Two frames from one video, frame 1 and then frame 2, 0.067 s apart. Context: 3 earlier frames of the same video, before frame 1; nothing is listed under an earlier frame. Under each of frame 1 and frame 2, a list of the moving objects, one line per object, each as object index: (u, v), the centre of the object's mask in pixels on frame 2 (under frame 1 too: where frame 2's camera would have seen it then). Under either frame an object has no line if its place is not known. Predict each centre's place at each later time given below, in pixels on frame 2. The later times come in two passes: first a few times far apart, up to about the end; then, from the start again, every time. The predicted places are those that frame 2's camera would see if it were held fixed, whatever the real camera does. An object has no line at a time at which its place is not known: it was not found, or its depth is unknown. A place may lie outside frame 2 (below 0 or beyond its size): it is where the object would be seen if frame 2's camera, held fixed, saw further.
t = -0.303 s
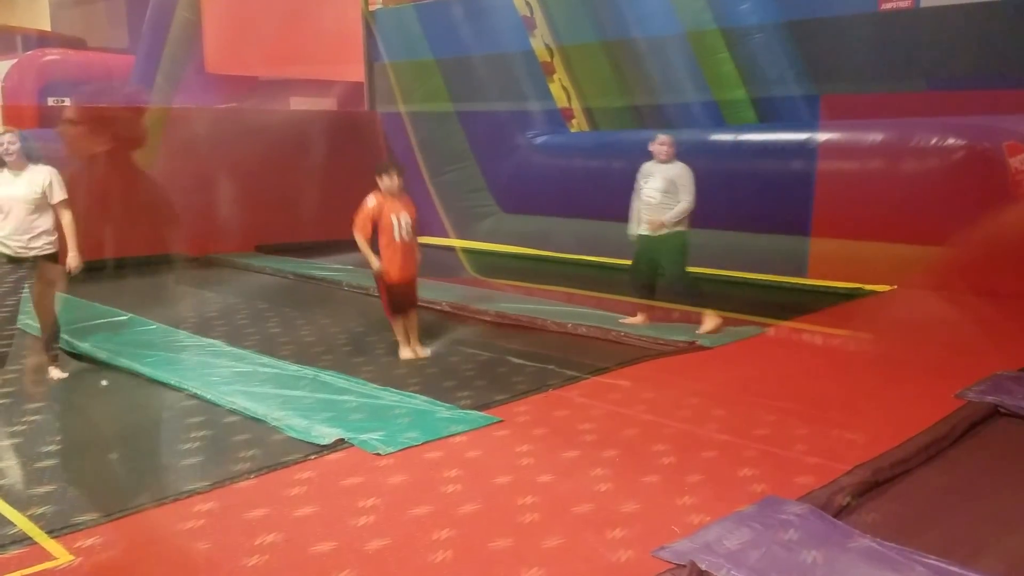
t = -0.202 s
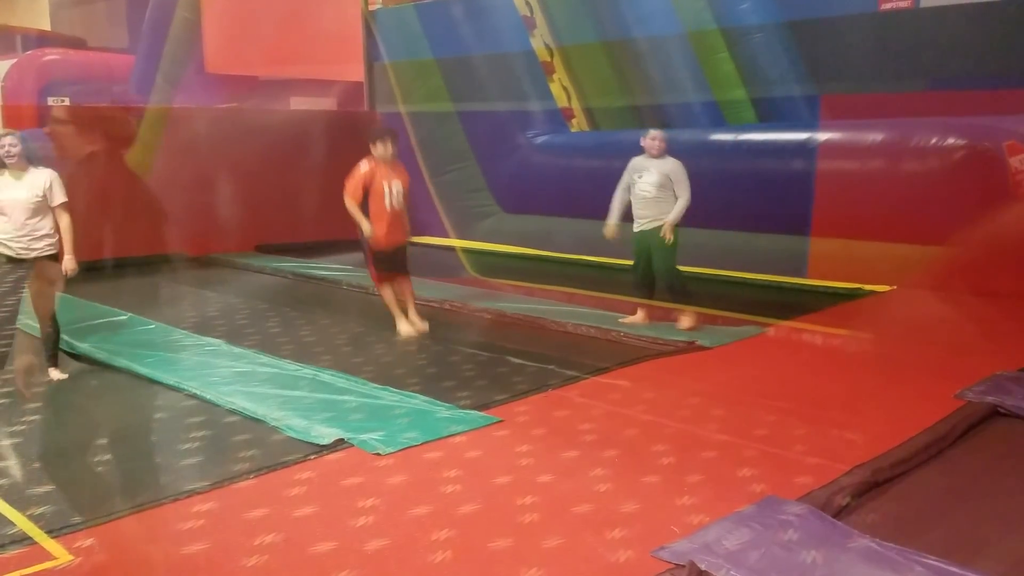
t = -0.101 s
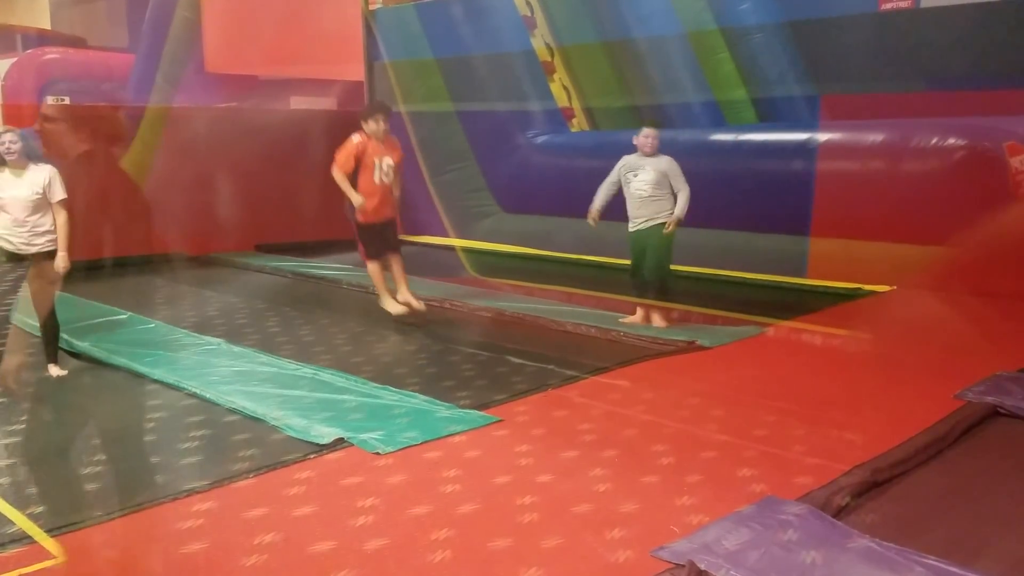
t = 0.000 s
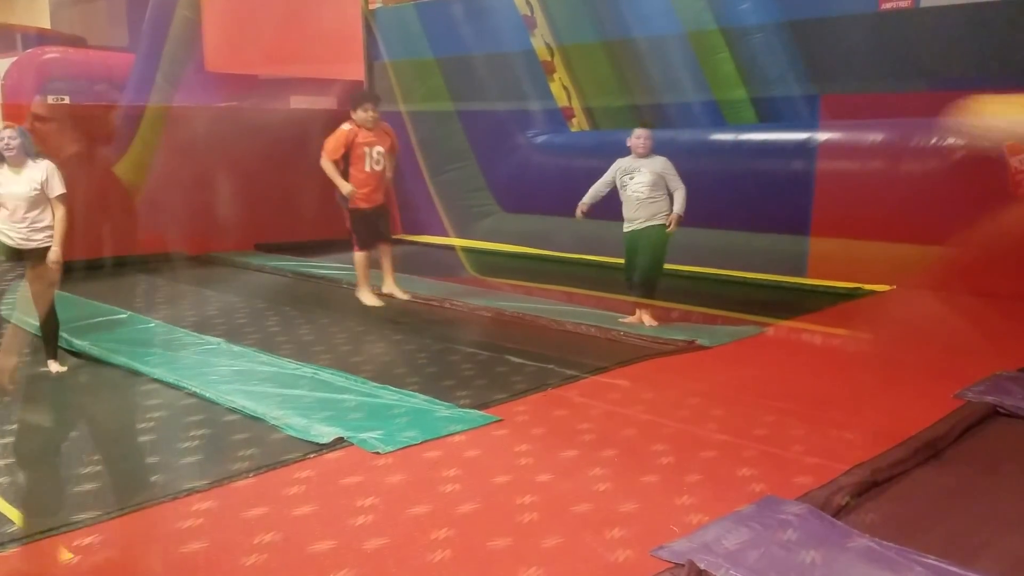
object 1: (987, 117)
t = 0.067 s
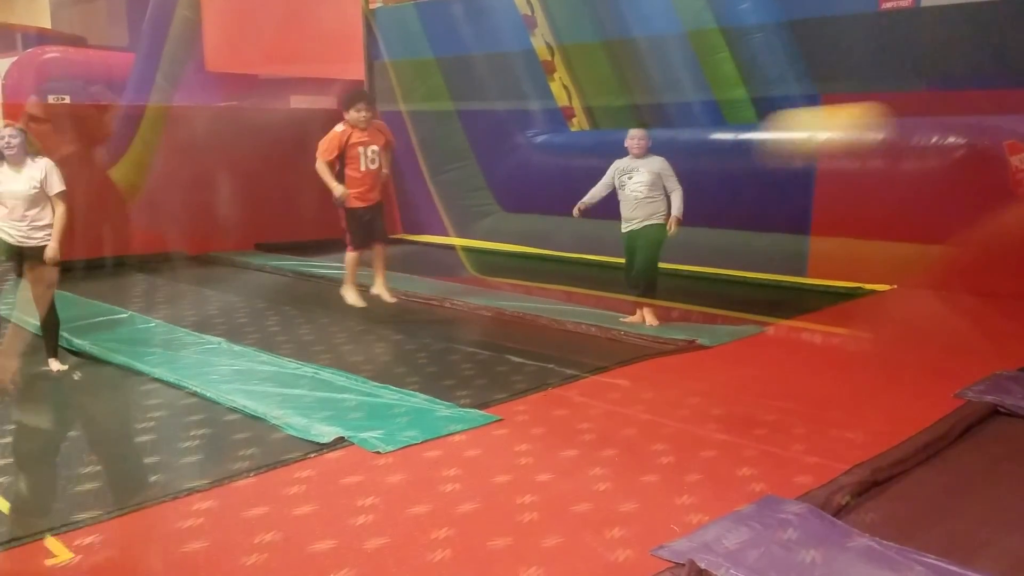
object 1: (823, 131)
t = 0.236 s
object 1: (456, 199)
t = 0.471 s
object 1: (116, 342)
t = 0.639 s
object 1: (2, 366)
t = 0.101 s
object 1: (739, 142)
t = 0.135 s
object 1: (670, 149)
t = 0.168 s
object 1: (572, 170)
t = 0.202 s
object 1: (518, 184)
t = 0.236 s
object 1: (456, 199)
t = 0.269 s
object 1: (397, 216)
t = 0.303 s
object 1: (346, 235)
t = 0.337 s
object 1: (291, 253)
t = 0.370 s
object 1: (245, 274)
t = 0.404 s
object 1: (200, 297)
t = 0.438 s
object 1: (158, 319)
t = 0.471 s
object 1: (116, 342)
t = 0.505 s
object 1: (80, 367)
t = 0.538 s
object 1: (44, 392)
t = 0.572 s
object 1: (19, 397)
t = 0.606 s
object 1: (7, 381)
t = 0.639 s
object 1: (2, 366)
